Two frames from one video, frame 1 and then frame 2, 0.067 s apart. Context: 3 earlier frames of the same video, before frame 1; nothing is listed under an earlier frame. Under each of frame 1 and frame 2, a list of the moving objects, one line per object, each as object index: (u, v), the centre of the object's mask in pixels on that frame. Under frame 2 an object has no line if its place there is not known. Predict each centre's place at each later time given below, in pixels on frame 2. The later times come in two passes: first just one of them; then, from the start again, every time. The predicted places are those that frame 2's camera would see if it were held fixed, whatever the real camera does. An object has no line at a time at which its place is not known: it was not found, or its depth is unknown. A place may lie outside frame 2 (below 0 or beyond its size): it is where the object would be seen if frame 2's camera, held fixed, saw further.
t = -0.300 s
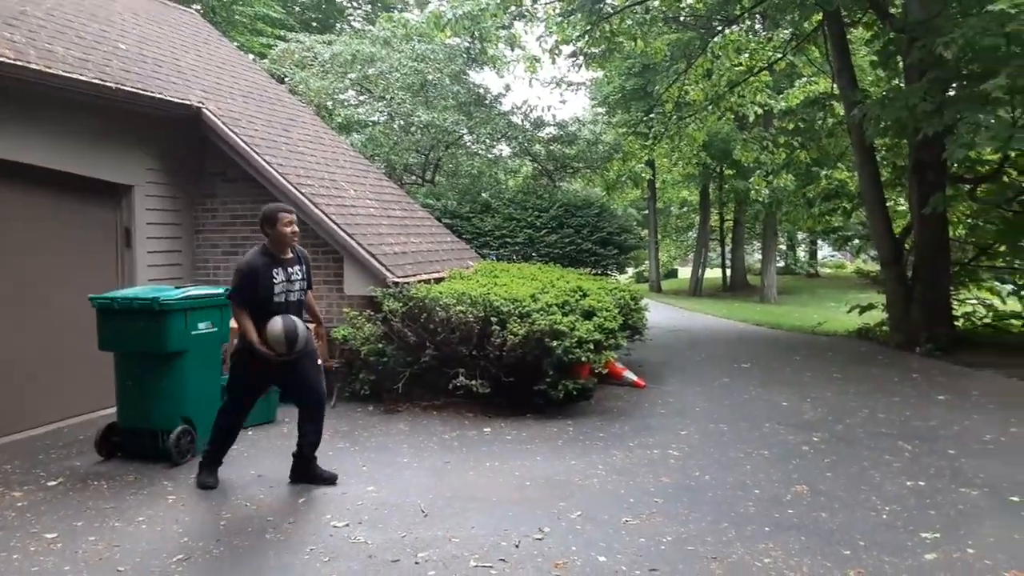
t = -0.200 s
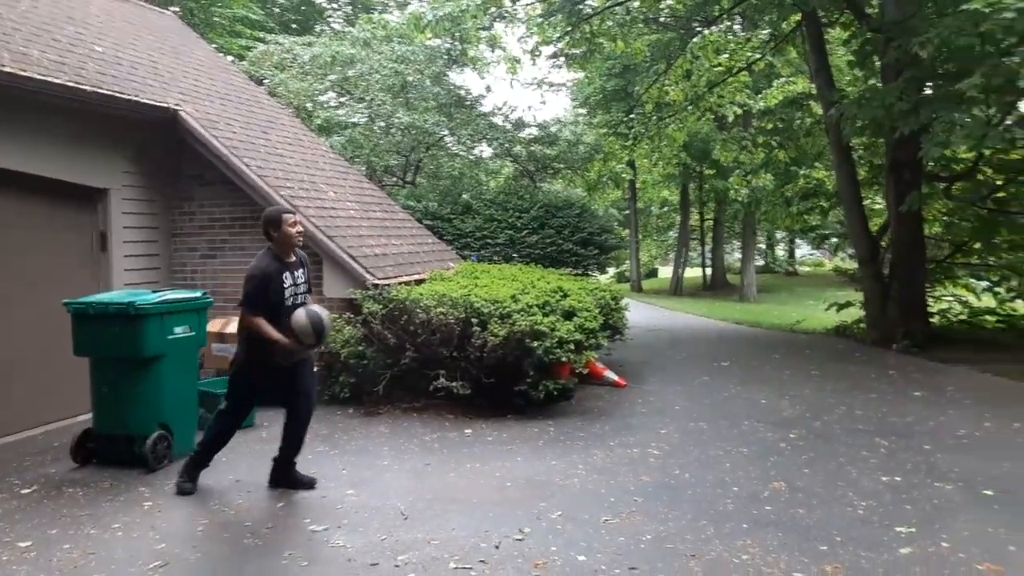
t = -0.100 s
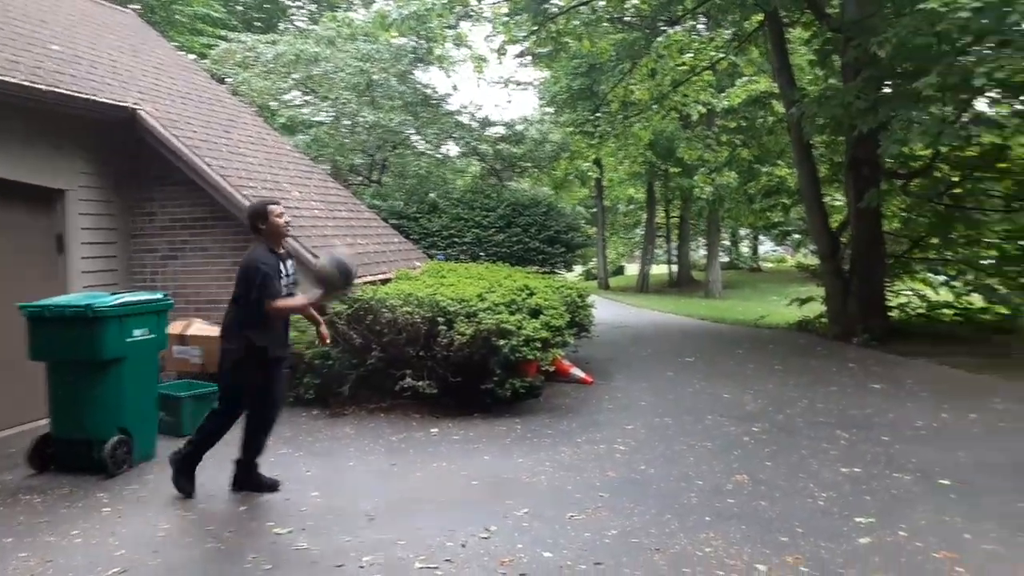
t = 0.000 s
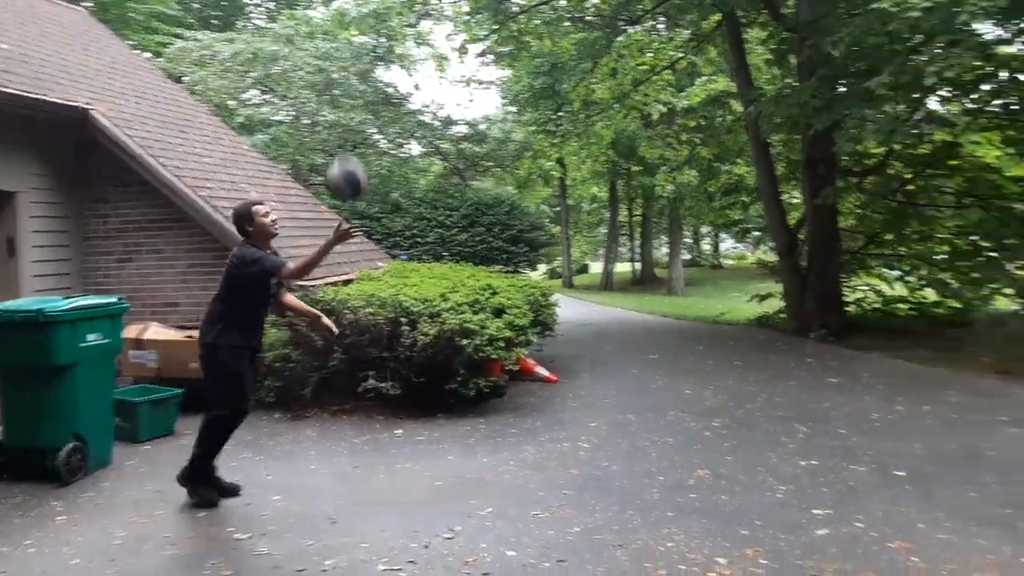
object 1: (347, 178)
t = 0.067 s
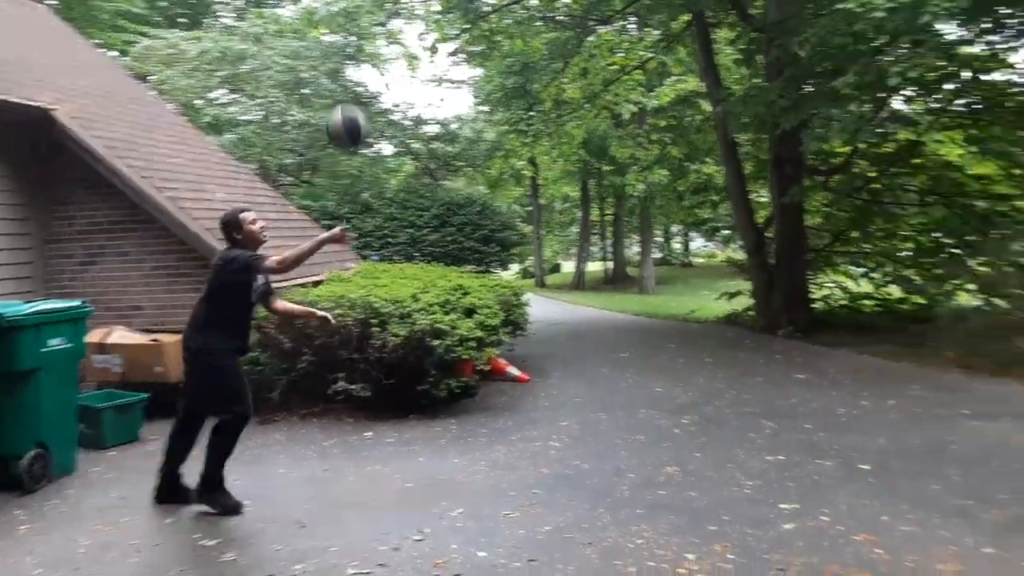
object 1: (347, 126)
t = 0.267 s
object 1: (445, 13)
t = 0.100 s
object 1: (363, 104)
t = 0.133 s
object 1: (378, 81)
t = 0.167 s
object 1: (395, 61)
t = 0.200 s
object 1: (411, 45)
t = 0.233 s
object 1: (428, 28)
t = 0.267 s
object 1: (445, 13)
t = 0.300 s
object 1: (462, 5)
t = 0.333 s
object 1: (478, 1)
